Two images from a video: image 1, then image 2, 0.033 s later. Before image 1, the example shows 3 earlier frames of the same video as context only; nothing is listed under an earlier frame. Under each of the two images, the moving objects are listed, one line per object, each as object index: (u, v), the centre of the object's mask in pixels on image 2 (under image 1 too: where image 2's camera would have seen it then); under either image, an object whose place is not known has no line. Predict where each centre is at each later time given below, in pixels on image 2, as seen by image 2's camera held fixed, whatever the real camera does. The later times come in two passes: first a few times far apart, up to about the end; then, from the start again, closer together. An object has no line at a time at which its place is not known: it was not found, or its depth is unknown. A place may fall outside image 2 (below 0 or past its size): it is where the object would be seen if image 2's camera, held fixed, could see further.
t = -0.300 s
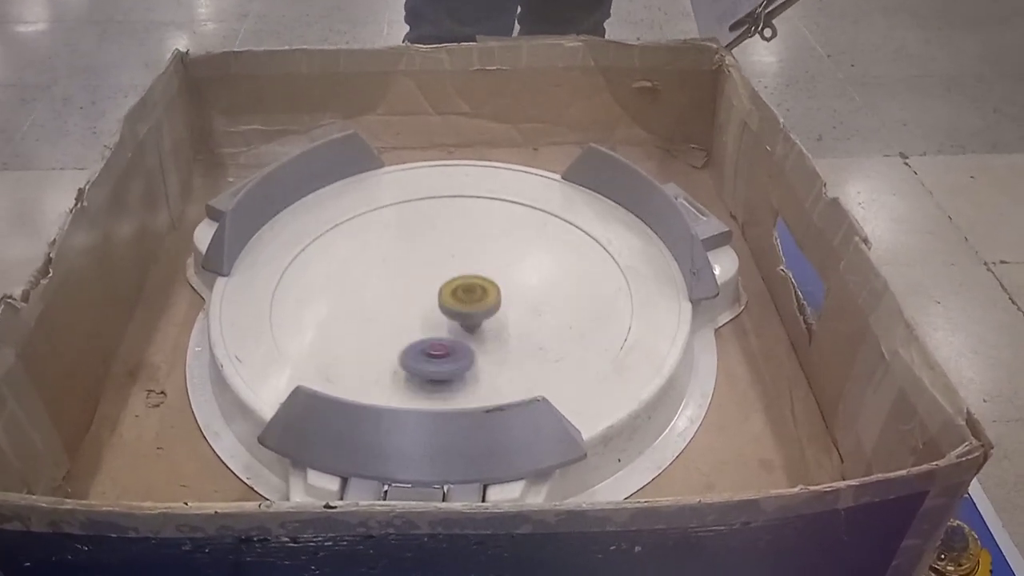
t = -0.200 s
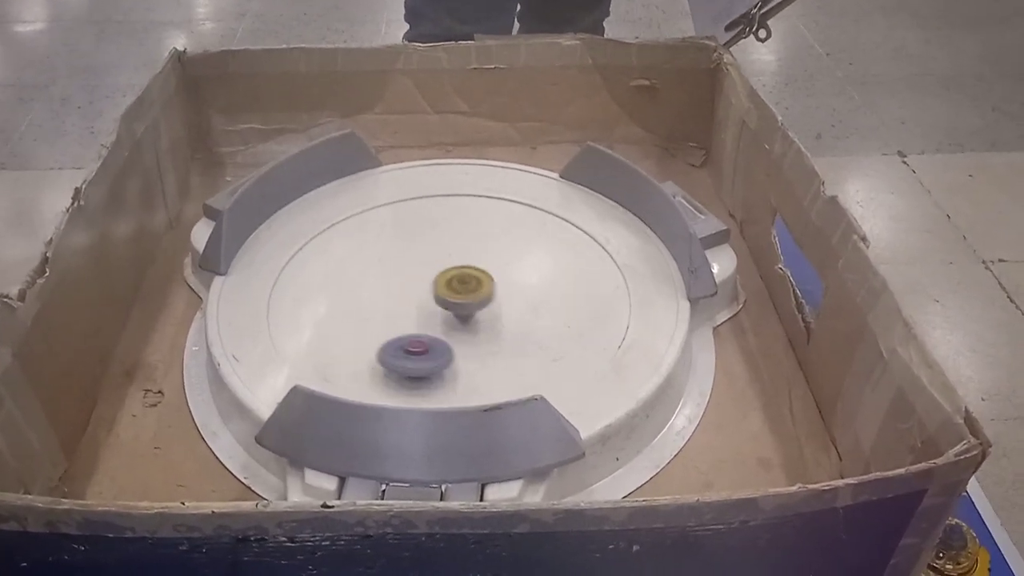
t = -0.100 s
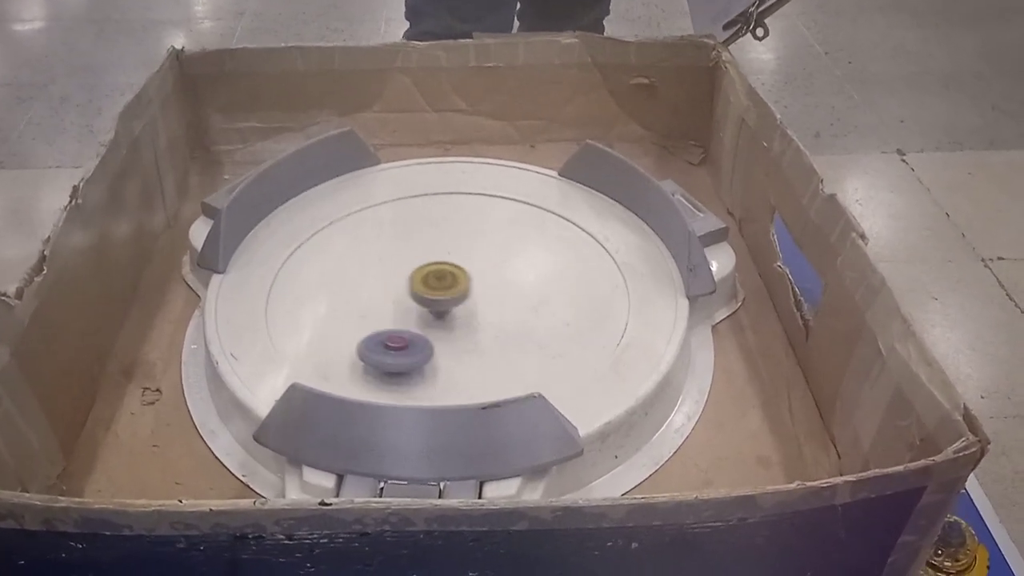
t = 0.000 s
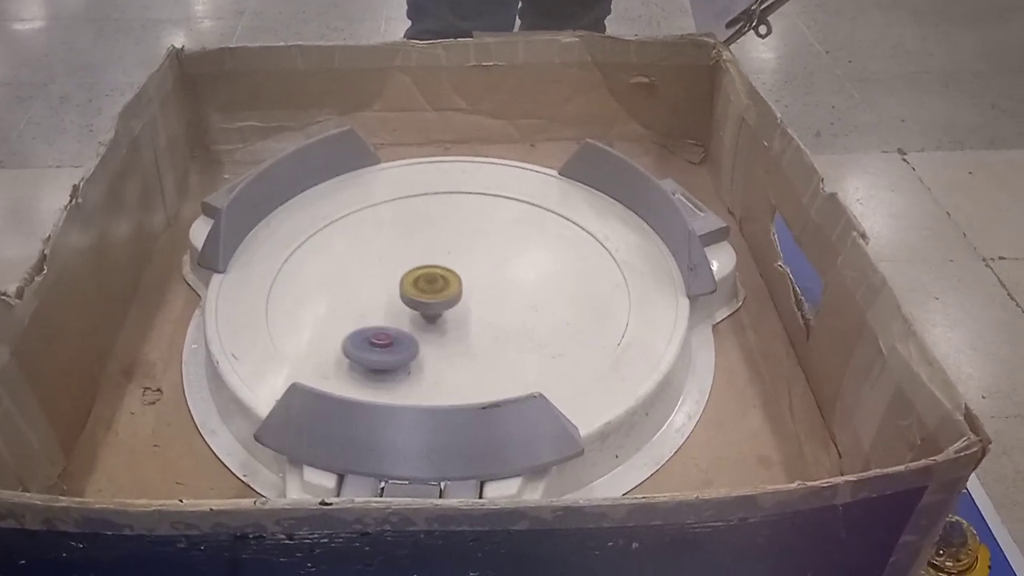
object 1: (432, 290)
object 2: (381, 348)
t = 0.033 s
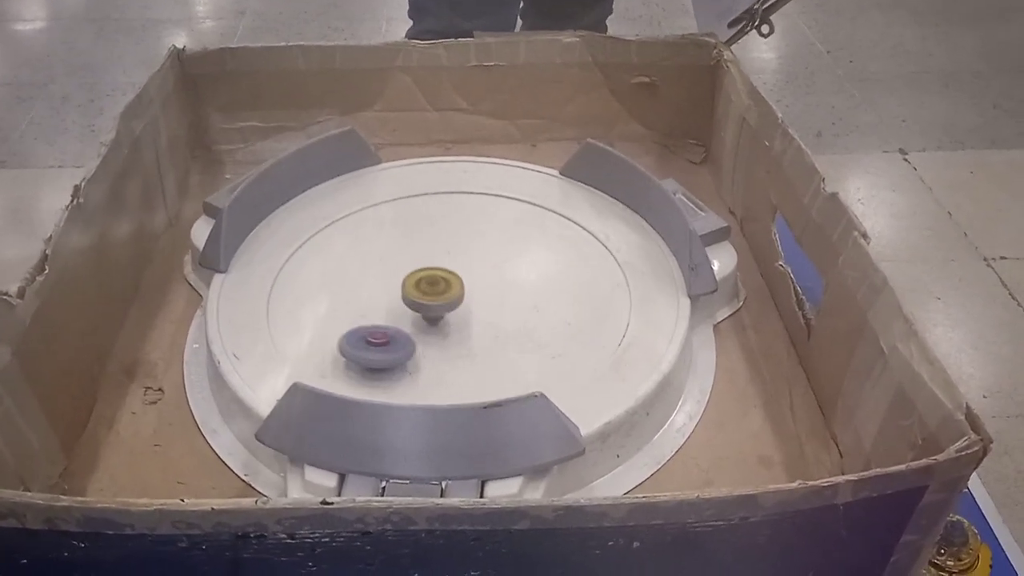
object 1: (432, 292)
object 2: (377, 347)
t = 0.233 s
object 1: (440, 305)
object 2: (355, 342)
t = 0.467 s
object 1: (451, 288)
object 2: (345, 334)
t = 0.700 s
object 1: (433, 282)
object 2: (350, 322)
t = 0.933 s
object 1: (455, 292)
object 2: (359, 303)
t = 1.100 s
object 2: (367, 289)
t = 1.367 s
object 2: (382, 265)
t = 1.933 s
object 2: (412, 242)
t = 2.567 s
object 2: (480, 246)
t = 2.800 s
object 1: (438, 296)
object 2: (506, 257)
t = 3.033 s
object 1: (453, 303)
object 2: (528, 261)
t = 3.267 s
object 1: (441, 291)
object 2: (539, 267)
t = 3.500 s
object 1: (441, 292)
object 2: (544, 280)
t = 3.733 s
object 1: (440, 293)
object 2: (542, 297)
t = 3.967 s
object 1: (457, 292)
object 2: (533, 315)
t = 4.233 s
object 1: (451, 277)
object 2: (517, 336)
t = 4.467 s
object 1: (438, 284)
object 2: (499, 350)
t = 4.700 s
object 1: (452, 290)
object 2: (483, 361)
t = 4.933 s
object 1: (462, 290)
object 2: (461, 363)
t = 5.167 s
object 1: (471, 285)
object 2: (438, 361)
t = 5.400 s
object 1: (440, 291)
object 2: (414, 351)
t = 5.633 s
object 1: (460, 298)
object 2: (387, 338)
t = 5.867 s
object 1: (448, 296)
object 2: (367, 326)
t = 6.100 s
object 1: (452, 290)
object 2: (357, 319)
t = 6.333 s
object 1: (437, 301)
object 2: (364, 308)
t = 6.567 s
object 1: (453, 285)
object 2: (379, 293)
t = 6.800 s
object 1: (441, 290)
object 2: (392, 272)
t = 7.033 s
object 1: (435, 290)
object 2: (404, 256)
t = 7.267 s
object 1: (458, 291)
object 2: (417, 249)
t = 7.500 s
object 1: (439, 294)
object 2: (427, 249)
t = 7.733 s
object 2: (449, 246)
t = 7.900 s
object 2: (469, 252)
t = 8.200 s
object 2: (502, 267)
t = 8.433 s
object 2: (526, 271)
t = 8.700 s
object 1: (442, 295)
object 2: (536, 275)
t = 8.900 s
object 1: (447, 284)
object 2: (531, 283)
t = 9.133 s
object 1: (440, 294)
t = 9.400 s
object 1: (438, 292)
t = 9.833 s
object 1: (441, 292)
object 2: (488, 355)
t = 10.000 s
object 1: (443, 284)
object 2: (483, 357)
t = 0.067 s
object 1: (434, 296)
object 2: (372, 346)
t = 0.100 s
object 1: (435, 300)
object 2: (368, 346)
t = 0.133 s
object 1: (437, 303)
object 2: (364, 344)
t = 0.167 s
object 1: (438, 305)
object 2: (361, 344)
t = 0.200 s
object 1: (438, 306)
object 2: (358, 343)
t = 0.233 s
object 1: (440, 305)
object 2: (355, 342)
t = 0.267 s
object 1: (444, 302)
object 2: (353, 341)
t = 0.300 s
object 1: (447, 298)
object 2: (350, 340)
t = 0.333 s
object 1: (449, 294)
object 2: (349, 339)
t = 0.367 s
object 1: (451, 291)
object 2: (347, 338)
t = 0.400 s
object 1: (452, 289)
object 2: (346, 337)
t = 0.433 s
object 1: (452, 288)
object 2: (345, 336)
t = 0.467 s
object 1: (451, 288)
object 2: (345, 334)
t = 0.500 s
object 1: (447, 287)
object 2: (345, 333)
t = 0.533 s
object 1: (442, 286)
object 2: (346, 332)
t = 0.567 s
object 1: (437, 285)
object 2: (346, 330)
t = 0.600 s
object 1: (433, 284)
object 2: (347, 329)
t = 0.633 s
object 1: (431, 283)
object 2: (348, 327)
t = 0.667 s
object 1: (431, 282)
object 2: (349, 325)
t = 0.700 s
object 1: (433, 282)
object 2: (350, 322)
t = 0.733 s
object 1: (437, 282)
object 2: (351, 320)
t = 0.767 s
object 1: (442, 284)
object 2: (352, 317)
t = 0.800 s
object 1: (446, 287)
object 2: (353, 314)
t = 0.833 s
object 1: (449, 291)
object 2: (355, 311)
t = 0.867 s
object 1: (451, 293)
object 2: (356, 309)
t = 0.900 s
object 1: (452, 293)
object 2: (357, 306)
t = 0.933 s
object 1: (455, 292)
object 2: (359, 303)
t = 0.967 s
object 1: (457, 289)
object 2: (360, 300)
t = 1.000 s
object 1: (458, 285)
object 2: (362, 298)
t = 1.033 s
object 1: (457, 281)
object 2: (363, 294)
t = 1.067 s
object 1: (456, 278)
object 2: (365, 291)
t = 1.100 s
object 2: (367, 289)
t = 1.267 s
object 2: (376, 274)
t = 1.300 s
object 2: (378, 270)
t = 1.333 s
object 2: (380, 267)
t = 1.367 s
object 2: (382, 265)
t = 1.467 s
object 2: (386, 258)
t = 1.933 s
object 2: (412, 242)
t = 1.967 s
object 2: (415, 241)
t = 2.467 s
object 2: (467, 246)
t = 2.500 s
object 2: (472, 246)
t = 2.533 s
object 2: (476, 246)
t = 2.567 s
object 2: (480, 246)
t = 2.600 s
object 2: (485, 249)
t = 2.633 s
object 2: (489, 251)
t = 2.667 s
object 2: (492, 253)
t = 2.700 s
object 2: (495, 254)
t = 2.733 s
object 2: (499, 255)
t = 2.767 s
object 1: (440, 296)
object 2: (503, 257)
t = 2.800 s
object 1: (438, 296)
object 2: (506, 257)
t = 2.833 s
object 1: (437, 295)
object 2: (510, 259)
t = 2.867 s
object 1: (439, 295)
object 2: (513, 258)
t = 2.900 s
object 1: (442, 296)
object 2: (516, 259)
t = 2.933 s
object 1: (445, 298)
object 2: (519, 260)
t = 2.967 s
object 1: (449, 300)
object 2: (522, 260)
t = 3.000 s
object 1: (451, 302)
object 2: (525, 260)
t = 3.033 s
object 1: (453, 303)
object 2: (528, 261)
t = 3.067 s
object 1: (453, 304)
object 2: (530, 262)
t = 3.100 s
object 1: (451, 304)
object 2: (533, 263)
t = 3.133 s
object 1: (448, 303)
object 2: (535, 263)
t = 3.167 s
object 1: (445, 301)
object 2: (536, 264)
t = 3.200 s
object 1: (442, 298)
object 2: (537, 265)
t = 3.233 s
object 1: (441, 295)
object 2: (538, 266)
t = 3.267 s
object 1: (441, 291)
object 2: (539, 267)
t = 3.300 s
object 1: (444, 288)
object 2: (540, 269)
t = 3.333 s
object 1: (447, 286)
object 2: (542, 271)
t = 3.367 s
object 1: (450, 286)
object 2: (543, 272)
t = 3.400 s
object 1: (449, 287)
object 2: (543, 274)
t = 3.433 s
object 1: (446, 289)
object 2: (544, 276)
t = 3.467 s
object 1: (443, 291)
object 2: (544, 278)
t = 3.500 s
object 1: (441, 292)
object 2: (544, 280)
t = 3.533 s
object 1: (439, 294)
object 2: (544, 282)
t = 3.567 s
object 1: (438, 295)
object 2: (544, 284)
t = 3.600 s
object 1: (437, 296)
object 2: (543, 287)
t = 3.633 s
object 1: (437, 296)
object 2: (543, 289)
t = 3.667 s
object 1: (437, 295)
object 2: (543, 292)
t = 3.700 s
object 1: (438, 294)
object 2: (542, 295)
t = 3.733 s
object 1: (440, 293)
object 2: (542, 297)
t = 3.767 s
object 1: (443, 292)
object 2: (541, 300)
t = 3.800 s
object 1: (446, 291)
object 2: (540, 303)
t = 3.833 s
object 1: (449, 290)
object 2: (539, 305)
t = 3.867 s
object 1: (452, 289)
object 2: (537, 308)
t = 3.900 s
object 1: (455, 290)
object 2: (536, 310)
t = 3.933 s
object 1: (457, 291)
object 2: (535, 313)
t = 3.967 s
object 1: (457, 292)
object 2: (533, 315)
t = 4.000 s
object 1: (454, 293)
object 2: (532, 318)
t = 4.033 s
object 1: (450, 293)
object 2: (530, 322)
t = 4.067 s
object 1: (448, 291)
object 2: (528, 324)
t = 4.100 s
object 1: (447, 288)
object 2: (527, 326)
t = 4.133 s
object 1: (446, 285)
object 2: (524, 329)
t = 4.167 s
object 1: (447, 282)
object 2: (522, 331)
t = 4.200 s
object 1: (448, 279)
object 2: (519, 333)
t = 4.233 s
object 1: (451, 277)
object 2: (517, 336)
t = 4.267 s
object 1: (454, 276)
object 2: (514, 338)
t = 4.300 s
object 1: (456, 277)
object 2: (512, 340)
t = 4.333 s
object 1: (456, 278)
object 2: (509, 342)
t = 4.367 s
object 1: (452, 280)
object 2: (506, 344)
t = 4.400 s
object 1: (447, 281)
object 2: (504, 346)
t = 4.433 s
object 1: (442, 283)
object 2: (501, 348)
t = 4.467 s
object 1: (438, 284)
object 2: (499, 350)
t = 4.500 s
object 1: (434, 284)
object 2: (497, 352)
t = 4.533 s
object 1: (433, 284)
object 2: (495, 354)
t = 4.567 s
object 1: (433, 283)
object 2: (493, 355)
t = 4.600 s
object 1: (436, 283)
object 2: (490, 357)
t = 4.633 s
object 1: (441, 284)
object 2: (488, 358)
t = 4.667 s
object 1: (447, 286)
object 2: (485, 360)
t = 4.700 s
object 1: (452, 290)
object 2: (483, 361)
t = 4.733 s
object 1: (456, 293)
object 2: (480, 362)
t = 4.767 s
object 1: (458, 296)
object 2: (477, 363)
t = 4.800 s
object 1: (458, 298)
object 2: (473, 363)
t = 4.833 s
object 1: (457, 298)
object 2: (470, 363)
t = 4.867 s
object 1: (457, 296)
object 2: (467, 363)
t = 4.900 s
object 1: (459, 293)
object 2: (464, 363)
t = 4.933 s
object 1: (462, 290)
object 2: (461, 363)
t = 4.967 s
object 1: (465, 286)
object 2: (457, 363)
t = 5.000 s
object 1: (468, 284)
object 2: (454, 363)
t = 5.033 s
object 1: (470, 282)
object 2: (451, 363)
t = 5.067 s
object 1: (472, 281)
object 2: (447, 362)
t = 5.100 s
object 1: (473, 281)
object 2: (444, 362)
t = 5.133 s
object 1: (473, 283)
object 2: (441, 361)
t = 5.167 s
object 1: (471, 285)
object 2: (438, 361)
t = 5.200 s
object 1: (468, 287)
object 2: (435, 360)
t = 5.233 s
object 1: (464, 289)
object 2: (432, 359)
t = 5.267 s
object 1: (459, 291)
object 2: (428, 358)
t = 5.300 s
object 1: (453, 293)
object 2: (425, 356)
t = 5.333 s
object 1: (447, 293)
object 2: (421, 355)
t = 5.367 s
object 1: (443, 292)
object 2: (417, 353)
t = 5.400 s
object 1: (440, 291)
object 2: (414, 351)
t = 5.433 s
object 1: (440, 289)
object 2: (409, 350)
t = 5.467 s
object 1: (443, 288)
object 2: (405, 348)
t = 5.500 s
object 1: (446, 289)
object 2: (401, 346)
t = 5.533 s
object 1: (450, 292)
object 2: (398, 344)
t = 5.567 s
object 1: (454, 294)
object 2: (394, 342)
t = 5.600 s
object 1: (457, 296)
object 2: (391, 340)
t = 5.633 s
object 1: (460, 298)
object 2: (387, 338)
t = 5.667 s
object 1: (461, 300)
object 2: (384, 336)
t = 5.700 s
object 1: (461, 301)
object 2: (381, 334)
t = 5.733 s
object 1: (459, 301)
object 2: (378, 333)
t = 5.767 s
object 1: (457, 301)
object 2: (375, 330)
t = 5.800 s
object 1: (454, 300)
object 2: (372, 329)
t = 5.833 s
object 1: (451, 298)
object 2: (370, 328)
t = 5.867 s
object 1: (448, 296)
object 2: (367, 326)
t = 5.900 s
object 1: (446, 293)
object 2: (365, 325)
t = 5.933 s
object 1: (446, 289)
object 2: (363, 324)
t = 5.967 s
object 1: (447, 287)
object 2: (361, 323)
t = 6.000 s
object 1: (451, 285)
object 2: (360, 322)
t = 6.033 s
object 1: (454, 286)
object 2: (358, 321)
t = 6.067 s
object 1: (454, 287)
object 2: (357, 320)
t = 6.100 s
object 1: (452, 290)
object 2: (357, 319)
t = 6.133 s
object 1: (451, 293)
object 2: (357, 318)
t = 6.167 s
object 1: (449, 296)
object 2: (357, 317)
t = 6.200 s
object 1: (447, 299)
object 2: (358, 315)
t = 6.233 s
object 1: (444, 301)
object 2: (359, 314)
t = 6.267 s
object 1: (442, 302)
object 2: (360, 312)
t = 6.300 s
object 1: (439, 302)
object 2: (362, 310)
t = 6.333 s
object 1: (437, 301)
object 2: (364, 308)
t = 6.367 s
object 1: (436, 299)
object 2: (366, 306)
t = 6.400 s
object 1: (435, 297)
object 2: (368, 304)
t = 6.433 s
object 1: (436, 294)
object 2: (370, 303)
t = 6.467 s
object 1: (438, 291)
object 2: (372, 300)
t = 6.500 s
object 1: (442, 288)
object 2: (375, 298)
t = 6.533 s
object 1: (447, 286)
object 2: (377, 295)
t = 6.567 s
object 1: (453, 285)
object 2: (379, 293)
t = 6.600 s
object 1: (458, 285)
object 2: (381, 290)
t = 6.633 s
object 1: (460, 285)
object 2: (384, 288)
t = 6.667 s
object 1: (459, 286)
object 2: (386, 285)
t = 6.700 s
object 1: (455, 286)
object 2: (389, 282)
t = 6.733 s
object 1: (451, 287)
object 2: (391, 281)
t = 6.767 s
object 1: (446, 289)
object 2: (392, 277)
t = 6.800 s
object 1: (441, 290)
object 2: (392, 272)
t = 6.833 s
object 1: (437, 291)
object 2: (393, 268)
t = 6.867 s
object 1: (434, 291)
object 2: (394, 267)
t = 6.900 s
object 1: (432, 292)
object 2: (397, 262)
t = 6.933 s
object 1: (431, 291)
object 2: (398, 260)
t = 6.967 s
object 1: (432, 291)
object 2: (401, 258)
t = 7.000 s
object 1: (433, 291)
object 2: (402, 257)
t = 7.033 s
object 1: (435, 290)
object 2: (404, 256)
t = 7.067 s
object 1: (438, 289)
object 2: (407, 253)
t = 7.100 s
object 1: (441, 289)
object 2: (408, 253)
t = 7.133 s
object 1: (445, 289)
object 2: (410, 251)
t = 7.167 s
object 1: (449, 288)
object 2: (412, 250)
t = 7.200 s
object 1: (453, 289)
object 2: (414, 250)
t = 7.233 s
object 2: (416, 249)
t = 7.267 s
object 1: (458, 291)
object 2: (417, 249)
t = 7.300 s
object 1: (458, 292)
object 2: (419, 248)
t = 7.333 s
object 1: (457, 293)
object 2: (420, 248)
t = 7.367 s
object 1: (454, 295)
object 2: (422, 248)
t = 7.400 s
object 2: (423, 249)
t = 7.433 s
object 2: (424, 249)
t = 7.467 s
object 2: (425, 249)
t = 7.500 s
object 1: (439, 294)
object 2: (427, 249)
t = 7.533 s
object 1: (435, 292)
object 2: (430, 248)
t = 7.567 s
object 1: (433, 290)
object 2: (433, 248)
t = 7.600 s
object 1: (433, 287)
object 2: (436, 247)
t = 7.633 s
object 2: (439, 247)
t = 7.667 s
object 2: (442, 247)
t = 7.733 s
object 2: (449, 246)
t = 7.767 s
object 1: (451, 277)
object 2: (452, 246)
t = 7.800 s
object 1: (456, 278)
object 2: (455, 247)
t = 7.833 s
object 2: (460, 248)
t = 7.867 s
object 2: (465, 250)
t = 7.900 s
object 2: (469, 252)
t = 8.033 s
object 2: (484, 262)
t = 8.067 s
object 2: (486, 264)
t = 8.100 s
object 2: (490, 265)
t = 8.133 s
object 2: (493, 265)
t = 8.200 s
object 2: (502, 267)
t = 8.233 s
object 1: (457, 297)
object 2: (507, 268)
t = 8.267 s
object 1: (463, 298)
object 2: (511, 268)
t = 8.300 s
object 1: (468, 299)
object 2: (515, 269)
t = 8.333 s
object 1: (471, 299)
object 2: (518, 270)
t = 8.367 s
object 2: (521, 270)
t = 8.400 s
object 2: (524, 270)
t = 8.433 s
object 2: (526, 271)
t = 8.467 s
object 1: (470, 303)
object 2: (528, 271)
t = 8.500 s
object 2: (530, 272)
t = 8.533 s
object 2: (532, 272)
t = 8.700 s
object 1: (442, 295)
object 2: (536, 275)
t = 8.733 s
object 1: (440, 293)
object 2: (535, 276)
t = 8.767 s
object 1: (439, 290)
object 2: (535, 277)
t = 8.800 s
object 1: (440, 288)
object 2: (534, 278)
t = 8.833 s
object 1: (441, 286)
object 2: (533, 280)
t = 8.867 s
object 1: (443, 285)
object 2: (532, 282)
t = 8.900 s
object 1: (447, 284)
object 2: (531, 283)
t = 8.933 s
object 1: (451, 284)
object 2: (530, 285)
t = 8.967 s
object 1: (454, 285)
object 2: (528, 287)
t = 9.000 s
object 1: (456, 287)
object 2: (525, 291)
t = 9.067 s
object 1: (451, 291)
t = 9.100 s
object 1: (446, 293)
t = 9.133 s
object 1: (440, 294)
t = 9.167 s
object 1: (436, 294)
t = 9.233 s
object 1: (430, 295)
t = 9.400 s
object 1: (438, 292)
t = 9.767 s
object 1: (446, 294)
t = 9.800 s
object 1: (443, 293)
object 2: (488, 354)
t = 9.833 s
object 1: (441, 292)
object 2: (488, 355)
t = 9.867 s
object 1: (439, 290)
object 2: (487, 356)
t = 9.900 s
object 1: (439, 289)
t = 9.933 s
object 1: (439, 287)
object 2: (485, 357)
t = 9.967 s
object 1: (441, 285)
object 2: (484, 357)
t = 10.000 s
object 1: (443, 284)
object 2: (483, 357)
